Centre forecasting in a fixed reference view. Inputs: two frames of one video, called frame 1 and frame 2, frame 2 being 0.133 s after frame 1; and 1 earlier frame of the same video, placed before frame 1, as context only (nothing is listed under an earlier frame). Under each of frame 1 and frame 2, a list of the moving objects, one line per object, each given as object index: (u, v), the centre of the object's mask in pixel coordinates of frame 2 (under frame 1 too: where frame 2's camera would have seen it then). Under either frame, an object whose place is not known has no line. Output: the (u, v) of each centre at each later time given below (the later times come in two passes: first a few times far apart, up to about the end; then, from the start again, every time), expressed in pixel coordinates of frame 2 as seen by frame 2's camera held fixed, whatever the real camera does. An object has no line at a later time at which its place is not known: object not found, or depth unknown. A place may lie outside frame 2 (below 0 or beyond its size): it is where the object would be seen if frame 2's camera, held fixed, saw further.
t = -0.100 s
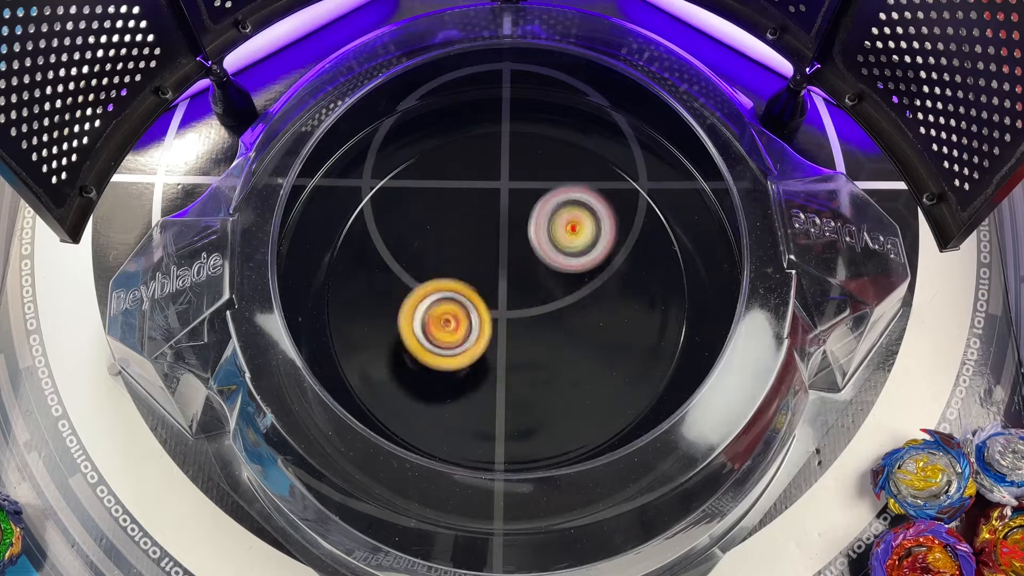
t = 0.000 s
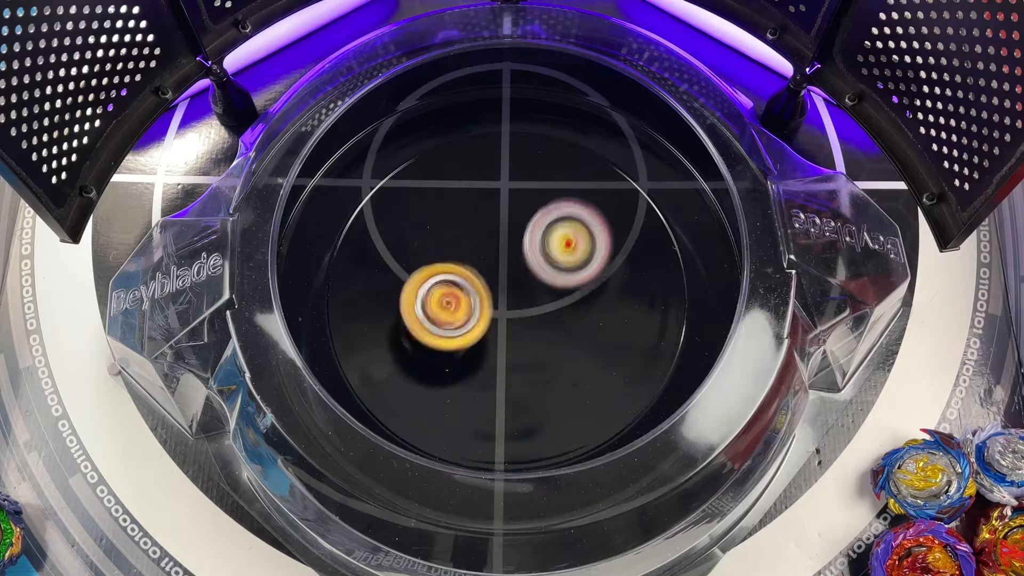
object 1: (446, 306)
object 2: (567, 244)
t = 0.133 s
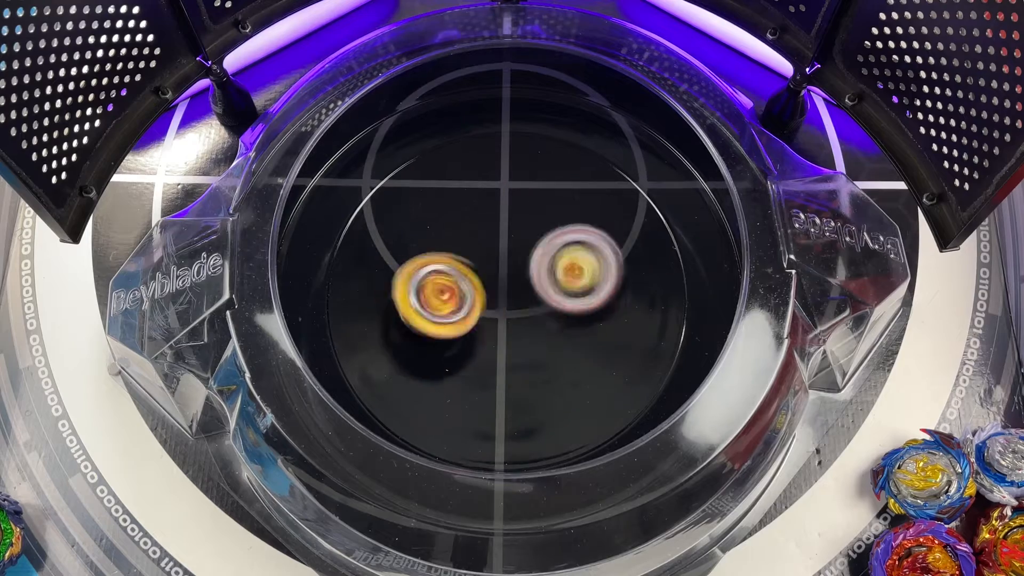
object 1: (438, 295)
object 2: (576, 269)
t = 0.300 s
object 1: (416, 302)
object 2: (643, 267)
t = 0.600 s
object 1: (454, 282)
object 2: (598, 290)
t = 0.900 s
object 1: (440, 280)
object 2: (546, 310)
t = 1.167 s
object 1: (435, 271)
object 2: (549, 335)
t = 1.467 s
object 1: (429, 172)
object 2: (626, 435)
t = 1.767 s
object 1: (500, 257)
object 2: (682, 433)
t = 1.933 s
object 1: (535, 315)
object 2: (697, 384)
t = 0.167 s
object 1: (424, 299)
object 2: (596, 268)
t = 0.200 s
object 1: (416, 301)
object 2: (613, 267)
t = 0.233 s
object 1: (412, 301)
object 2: (627, 266)
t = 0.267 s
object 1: (413, 303)
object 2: (637, 266)
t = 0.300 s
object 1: (416, 302)
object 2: (643, 267)
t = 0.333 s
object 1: (422, 301)
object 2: (645, 268)
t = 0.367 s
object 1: (432, 301)
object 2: (643, 270)
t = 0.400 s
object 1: (442, 298)
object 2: (637, 273)
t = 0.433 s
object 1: (454, 296)
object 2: (627, 276)
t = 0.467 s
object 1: (469, 293)
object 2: (613, 279)
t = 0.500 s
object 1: (482, 289)
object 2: (595, 283)
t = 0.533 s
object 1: (485, 287)
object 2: (583, 287)
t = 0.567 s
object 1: (470, 283)
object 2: (592, 289)
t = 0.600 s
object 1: (454, 282)
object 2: (598, 290)
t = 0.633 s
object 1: (440, 282)
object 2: (602, 292)
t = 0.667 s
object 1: (432, 283)
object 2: (603, 294)
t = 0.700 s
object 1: (431, 283)
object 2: (600, 295)
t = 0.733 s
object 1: (430, 284)
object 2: (594, 297)
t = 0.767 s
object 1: (433, 283)
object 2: (585, 298)
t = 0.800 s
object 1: (438, 284)
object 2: (573, 300)
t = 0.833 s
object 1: (444, 283)
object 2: (559, 301)
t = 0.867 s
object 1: (452, 282)
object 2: (543, 303)
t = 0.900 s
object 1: (440, 280)
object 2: (546, 310)
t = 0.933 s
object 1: (425, 271)
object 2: (554, 317)
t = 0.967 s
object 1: (417, 265)
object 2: (560, 323)
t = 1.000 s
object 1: (411, 262)
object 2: (564, 328)
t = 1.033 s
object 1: (411, 263)
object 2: (565, 332)
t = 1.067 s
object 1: (413, 263)
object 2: (565, 335)
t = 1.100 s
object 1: (419, 266)
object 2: (561, 336)
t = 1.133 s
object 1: (425, 268)
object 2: (556, 337)
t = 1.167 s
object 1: (435, 271)
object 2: (549, 335)
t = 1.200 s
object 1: (445, 275)
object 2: (539, 332)
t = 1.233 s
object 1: (454, 274)
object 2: (531, 331)
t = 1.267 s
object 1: (445, 253)
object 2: (546, 349)
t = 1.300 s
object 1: (434, 228)
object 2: (561, 372)
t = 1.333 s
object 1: (429, 206)
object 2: (578, 393)
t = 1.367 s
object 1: (428, 192)
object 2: (592, 408)
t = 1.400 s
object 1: (426, 181)
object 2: (605, 418)
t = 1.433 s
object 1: (425, 173)
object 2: (616, 429)
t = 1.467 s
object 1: (429, 172)
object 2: (626, 435)
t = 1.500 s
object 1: (432, 175)
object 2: (635, 440)
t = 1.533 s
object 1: (438, 178)
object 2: (642, 447)
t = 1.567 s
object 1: (445, 186)
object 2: (650, 452)
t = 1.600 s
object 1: (452, 194)
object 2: (660, 456)
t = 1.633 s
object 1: (462, 204)
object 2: (666, 456)
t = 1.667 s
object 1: (470, 215)
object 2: (670, 452)
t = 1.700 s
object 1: (480, 228)
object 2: (675, 447)
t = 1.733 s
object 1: (489, 242)
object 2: (679, 441)
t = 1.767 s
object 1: (500, 257)
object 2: (682, 433)
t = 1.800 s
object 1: (509, 272)
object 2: (685, 423)
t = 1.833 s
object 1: (519, 284)
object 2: (689, 413)
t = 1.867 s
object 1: (527, 296)
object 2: (693, 404)
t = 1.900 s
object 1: (532, 306)
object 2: (696, 395)
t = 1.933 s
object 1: (535, 315)
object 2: (697, 384)
